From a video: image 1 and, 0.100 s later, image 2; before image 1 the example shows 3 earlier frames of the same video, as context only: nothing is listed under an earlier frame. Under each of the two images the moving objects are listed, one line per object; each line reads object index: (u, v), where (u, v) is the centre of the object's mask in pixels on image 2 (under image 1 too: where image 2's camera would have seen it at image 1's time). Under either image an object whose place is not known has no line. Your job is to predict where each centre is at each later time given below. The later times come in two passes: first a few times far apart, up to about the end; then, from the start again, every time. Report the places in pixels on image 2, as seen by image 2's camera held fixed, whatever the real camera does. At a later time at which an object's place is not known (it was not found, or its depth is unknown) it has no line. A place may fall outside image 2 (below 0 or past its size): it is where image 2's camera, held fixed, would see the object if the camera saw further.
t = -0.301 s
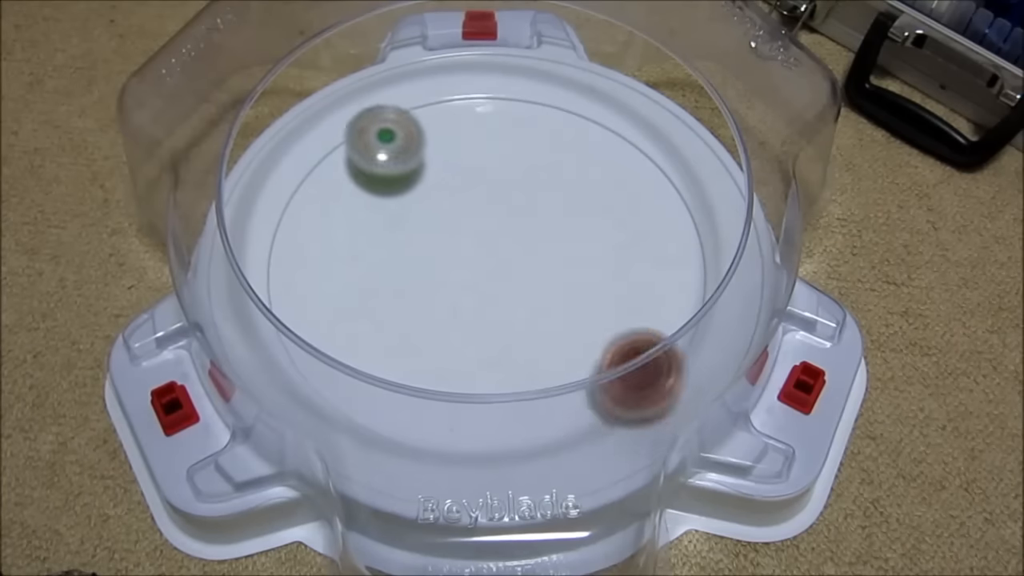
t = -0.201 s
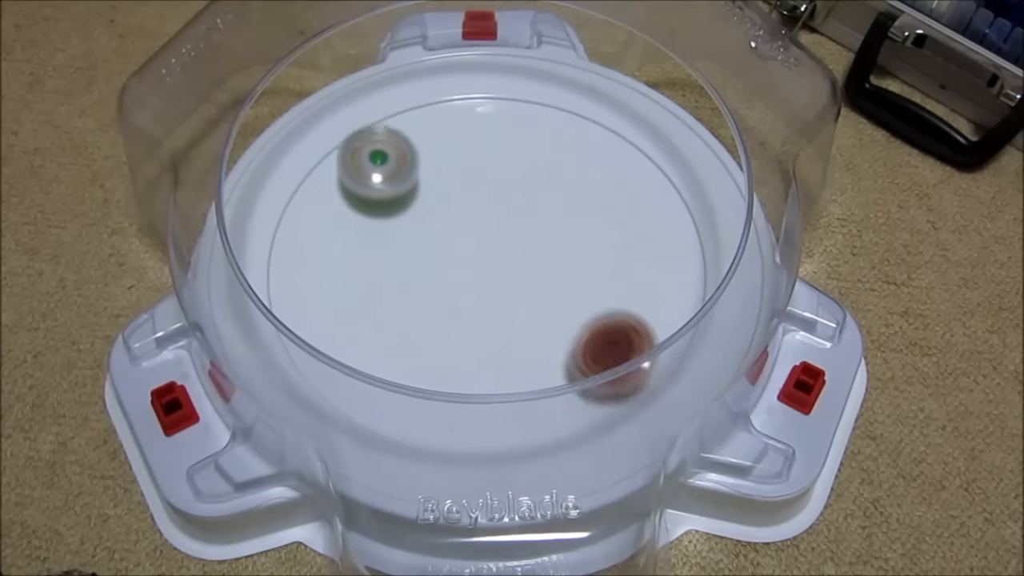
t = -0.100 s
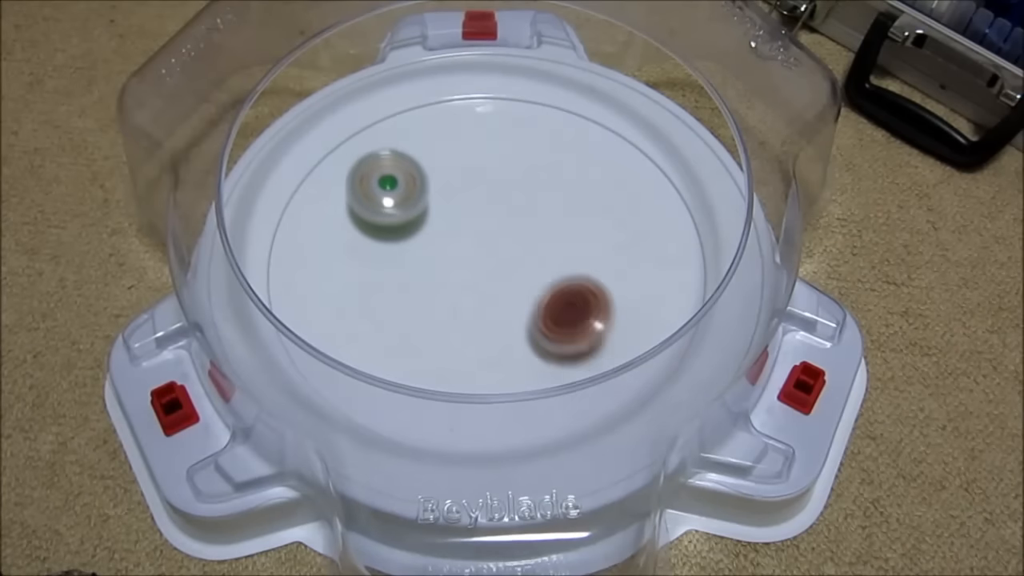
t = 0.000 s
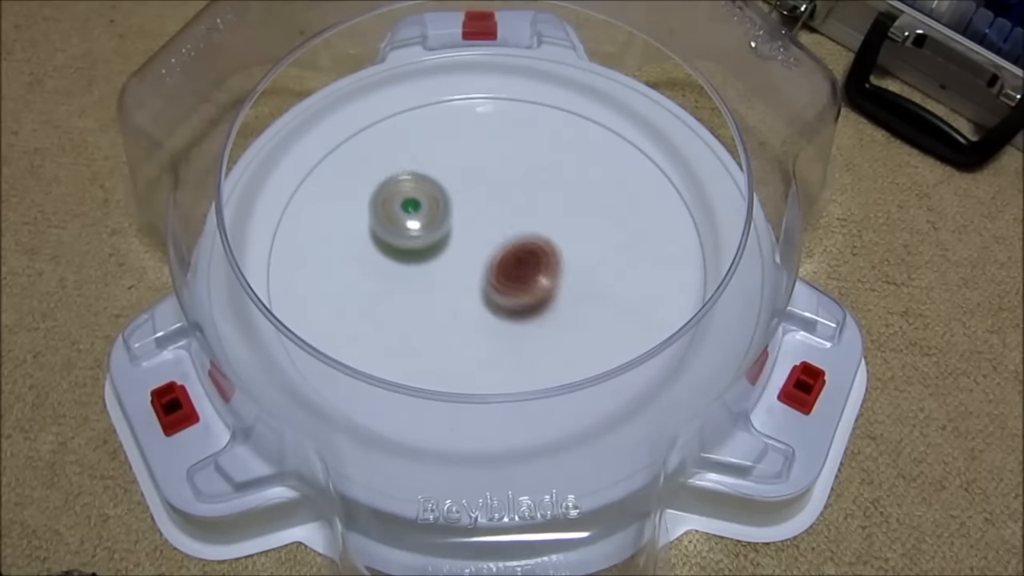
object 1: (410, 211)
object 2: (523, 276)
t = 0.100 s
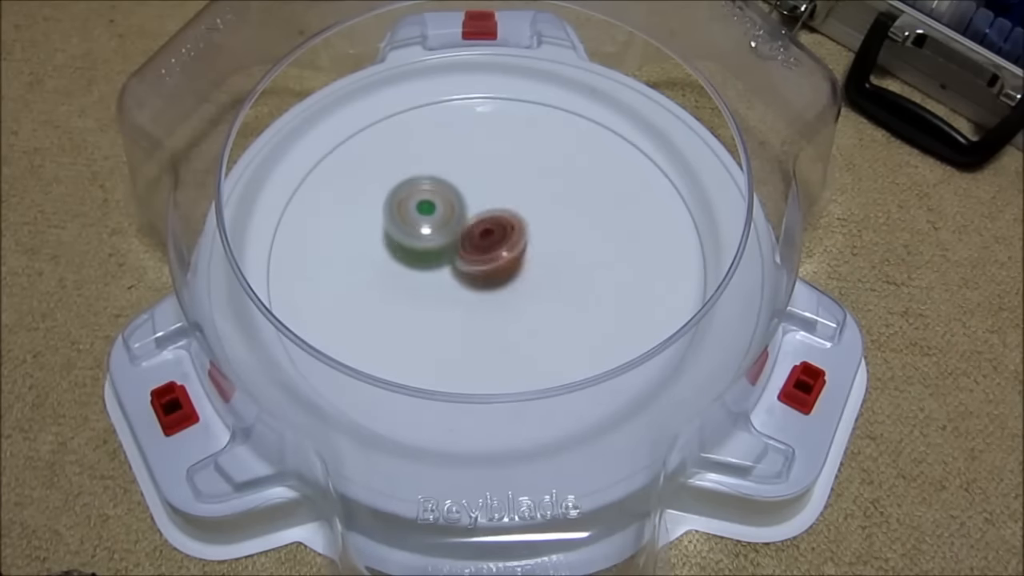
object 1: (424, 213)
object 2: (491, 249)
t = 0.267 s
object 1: (409, 212)
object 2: (486, 279)
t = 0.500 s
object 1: (441, 232)
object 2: (454, 335)
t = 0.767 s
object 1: (482, 226)
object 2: (441, 356)
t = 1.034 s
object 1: (503, 212)
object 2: (473, 320)
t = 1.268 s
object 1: (522, 202)
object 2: (458, 260)
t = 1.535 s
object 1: (527, 211)
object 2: (355, 197)
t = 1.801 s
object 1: (524, 237)
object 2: (326, 240)
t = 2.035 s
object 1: (518, 260)
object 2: (418, 261)
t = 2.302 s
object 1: (538, 281)
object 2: (456, 214)
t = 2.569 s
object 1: (535, 287)
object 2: (476, 182)
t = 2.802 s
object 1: (515, 283)
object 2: (489, 171)
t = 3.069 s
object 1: (484, 273)
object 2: (517, 183)
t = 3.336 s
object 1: (459, 260)
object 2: (547, 208)
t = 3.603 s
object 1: (445, 243)
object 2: (567, 239)
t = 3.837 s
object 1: (443, 227)
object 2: (572, 265)
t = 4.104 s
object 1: (453, 216)
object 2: (561, 288)
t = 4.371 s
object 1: (477, 212)
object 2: (529, 301)
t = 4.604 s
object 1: (499, 205)
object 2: (518, 292)
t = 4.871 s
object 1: (490, 176)
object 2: (507, 306)
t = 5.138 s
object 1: (485, 194)
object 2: (505, 284)
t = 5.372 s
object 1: (480, 187)
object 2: (508, 298)
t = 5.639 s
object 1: (483, 195)
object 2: (521, 294)
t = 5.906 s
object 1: (483, 212)
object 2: (530, 284)
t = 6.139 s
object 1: (484, 220)
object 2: (540, 280)
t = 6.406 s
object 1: (455, 201)
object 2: (559, 301)
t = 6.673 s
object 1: (440, 210)
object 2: (523, 263)
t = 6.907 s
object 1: (432, 217)
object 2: (519, 273)
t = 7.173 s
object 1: (416, 196)
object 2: (559, 321)
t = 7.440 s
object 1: (410, 198)
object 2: (550, 309)
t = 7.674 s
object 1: (435, 217)
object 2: (530, 287)
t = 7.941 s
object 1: (418, 174)
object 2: (609, 337)
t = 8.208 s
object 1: (420, 201)
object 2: (604, 294)
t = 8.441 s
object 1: (439, 226)
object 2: (533, 264)
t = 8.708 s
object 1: (408, 222)
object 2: (546, 280)
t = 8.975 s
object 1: (427, 244)
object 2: (518, 263)
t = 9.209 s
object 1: (432, 248)
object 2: (537, 265)
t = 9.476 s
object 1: (433, 249)
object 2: (544, 261)
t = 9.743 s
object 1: (416, 233)
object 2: (581, 261)
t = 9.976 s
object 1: (396, 224)
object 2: (616, 257)
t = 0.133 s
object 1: (418, 212)
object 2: (490, 250)
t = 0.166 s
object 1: (412, 209)
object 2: (491, 256)
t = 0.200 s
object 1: (410, 207)
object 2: (491, 263)
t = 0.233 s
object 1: (409, 209)
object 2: (489, 270)
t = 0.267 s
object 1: (409, 212)
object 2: (486, 279)
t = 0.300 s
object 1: (410, 215)
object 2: (482, 288)
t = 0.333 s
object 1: (413, 219)
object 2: (477, 296)
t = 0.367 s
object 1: (416, 222)
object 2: (472, 305)
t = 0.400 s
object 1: (422, 226)
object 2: (467, 312)
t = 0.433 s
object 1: (428, 228)
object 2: (462, 320)
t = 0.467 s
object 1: (434, 230)
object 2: (458, 328)
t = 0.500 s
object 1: (441, 232)
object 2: (454, 335)
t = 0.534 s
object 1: (448, 233)
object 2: (451, 341)
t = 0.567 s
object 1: (454, 233)
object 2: (449, 346)
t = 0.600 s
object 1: (459, 232)
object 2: (447, 350)
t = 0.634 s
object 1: (464, 232)
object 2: (445, 353)
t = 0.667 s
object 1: (470, 231)
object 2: (445, 355)
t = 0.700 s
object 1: (475, 230)
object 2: (443, 356)
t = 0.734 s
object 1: (478, 228)
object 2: (442, 356)
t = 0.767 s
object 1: (482, 226)
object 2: (441, 356)
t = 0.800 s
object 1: (485, 223)
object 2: (442, 356)
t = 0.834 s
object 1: (489, 220)
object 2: (443, 355)
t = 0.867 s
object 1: (492, 218)
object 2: (446, 353)
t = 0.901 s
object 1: (494, 216)
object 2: (450, 350)
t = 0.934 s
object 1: (496, 215)
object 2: (456, 345)
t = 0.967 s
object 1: (498, 214)
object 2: (462, 338)
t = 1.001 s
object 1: (501, 212)
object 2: (468, 330)
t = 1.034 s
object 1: (503, 212)
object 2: (473, 320)
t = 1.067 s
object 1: (505, 212)
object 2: (479, 310)
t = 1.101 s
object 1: (506, 213)
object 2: (482, 299)
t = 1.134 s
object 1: (508, 213)
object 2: (484, 288)
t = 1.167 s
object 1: (513, 208)
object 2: (480, 282)
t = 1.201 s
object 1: (517, 205)
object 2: (474, 276)
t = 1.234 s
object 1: (520, 203)
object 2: (467, 269)
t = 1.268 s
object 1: (522, 202)
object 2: (458, 260)
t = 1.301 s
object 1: (523, 202)
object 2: (448, 251)
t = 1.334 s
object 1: (523, 203)
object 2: (436, 241)
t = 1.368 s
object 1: (524, 202)
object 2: (423, 231)
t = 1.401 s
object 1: (525, 203)
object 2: (410, 222)
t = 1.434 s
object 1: (526, 204)
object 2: (395, 213)
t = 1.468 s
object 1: (526, 206)
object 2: (381, 206)
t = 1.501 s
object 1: (527, 208)
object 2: (368, 200)
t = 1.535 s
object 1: (527, 211)
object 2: (355, 197)
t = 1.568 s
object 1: (527, 214)
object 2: (344, 196)
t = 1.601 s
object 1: (527, 217)
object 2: (334, 197)
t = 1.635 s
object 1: (526, 220)
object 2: (325, 200)
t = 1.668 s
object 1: (526, 223)
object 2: (319, 205)
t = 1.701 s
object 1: (525, 227)
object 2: (315, 212)
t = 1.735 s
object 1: (525, 231)
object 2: (315, 220)
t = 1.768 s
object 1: (524, 234)
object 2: (320, 230)
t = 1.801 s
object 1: (524, 237)
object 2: (326, 240)
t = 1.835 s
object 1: (524, 241)
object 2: (335, 249)
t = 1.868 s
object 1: (523, 244)
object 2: (346, 257)
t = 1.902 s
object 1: (522, 248)
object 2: (359, 262)
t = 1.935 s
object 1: (521, 251)
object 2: (373, 265)
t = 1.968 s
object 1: (520, 254)
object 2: (388, 265)
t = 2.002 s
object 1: (519, 257)
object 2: (403, 264)
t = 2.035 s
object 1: (518, 260)
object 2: (418, 261)
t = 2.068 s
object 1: (518, 262)
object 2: (431, 258)
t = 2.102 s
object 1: (524, 266)
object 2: (436, 251)
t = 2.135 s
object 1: (528, 269)
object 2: (440, 244)
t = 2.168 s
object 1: (531, 272)
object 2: (444, 237)
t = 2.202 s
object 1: (533, 275)
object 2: (447, 231)
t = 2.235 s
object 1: (535, 278)
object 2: (450, 225)
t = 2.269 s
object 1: (536, 280)
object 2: (453, 220)
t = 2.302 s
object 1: (538, 281)
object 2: (456, 214)
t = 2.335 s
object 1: (539, 283)
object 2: (459, 209)
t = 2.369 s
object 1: (539, 284)
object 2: (462, 204)
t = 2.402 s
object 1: (539, 285)
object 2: (464, 199)
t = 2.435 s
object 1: (539, 286)
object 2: (467, 195)
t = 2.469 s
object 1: (539, 287)
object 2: (469, 191)
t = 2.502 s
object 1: (538, 287)
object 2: (472, 187)
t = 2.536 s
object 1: (537, 287)
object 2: (474, 184)
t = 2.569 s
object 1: (535, 287)
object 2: (476, 182)
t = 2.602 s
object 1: (533, 287)
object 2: (478, 179)
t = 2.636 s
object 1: (531, 287)
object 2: (480, 177)
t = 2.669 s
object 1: (529, 286)
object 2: (481, 176)
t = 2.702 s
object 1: (526, 286)
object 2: (483, 173)
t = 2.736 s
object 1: (522, 285)
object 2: (485, 172)
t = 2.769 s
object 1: (519, 284)
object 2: (486, 172)
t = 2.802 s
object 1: (515, 283)
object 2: (489, 171)
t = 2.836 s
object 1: (512, 282)
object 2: (491, 172)
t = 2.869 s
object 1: (508, 281)
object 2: (493, 173)
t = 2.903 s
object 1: (504, 280)
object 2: (497, 174)
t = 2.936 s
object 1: (500, 278)
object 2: (500, 175)
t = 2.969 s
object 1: (496, 277)
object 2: (504, 175)
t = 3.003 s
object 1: (492, 276)
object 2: (508, 179)
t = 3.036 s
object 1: (488, 274)
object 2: (512, 181)
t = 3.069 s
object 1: (484, 273)
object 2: (517, 183)
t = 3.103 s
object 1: (481, 272)
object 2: (521, 185)
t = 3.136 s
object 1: (477, 270)
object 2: (525, 187)
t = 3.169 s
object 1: (474, 269)
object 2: (529, 190)
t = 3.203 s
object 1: (470, 268)
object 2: (533, 193)
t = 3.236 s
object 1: (467, 265)
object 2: (537, 197)
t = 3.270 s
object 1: (464, 264)
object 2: (541, 202)
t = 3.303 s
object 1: (461, 262)
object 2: (544, 204)
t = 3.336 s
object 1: (459, 260)
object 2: (547, 208)
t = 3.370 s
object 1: (456, 258)
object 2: (551, 212)
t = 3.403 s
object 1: (454, 256)
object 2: (554, 215)
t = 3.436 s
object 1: (452, 254)
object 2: (556, 221)
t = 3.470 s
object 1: (450, 252)
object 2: (559, 225)
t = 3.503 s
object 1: (449, 249)
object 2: (561, 228)
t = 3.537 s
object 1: (448, 247)
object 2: (563, 232)
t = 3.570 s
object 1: (447, 245)
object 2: (565, 236)
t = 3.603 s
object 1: (445, 243)
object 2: (567, 239)
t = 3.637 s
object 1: (445, 240)
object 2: (569, 243)
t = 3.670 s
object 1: (444, 238)
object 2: (570, 247)
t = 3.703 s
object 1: (443, 235)
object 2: (571, 251)
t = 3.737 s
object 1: (443, 234)
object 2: (572, 254)
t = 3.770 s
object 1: (443, 231)
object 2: (572, 258)
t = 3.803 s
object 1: (443, 229)
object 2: (572, 262)
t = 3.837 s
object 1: (443, 227)
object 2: (572, 265)
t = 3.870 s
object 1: (443, 225)
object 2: (572, 268)
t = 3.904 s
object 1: (444, 223)
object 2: (572, 272)
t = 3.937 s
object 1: (445, 222)
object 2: (571, 275)
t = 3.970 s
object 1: (445, 221)
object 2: (569, 278)
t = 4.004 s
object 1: (447, 219)
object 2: (568, 281)
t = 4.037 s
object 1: (449, 218)
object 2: (566, 284)
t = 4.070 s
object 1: (451, 217)
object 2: (563, 286)
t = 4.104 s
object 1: (453, 216)
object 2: (561, 288)
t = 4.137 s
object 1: (455, 215)
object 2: (559, 290)
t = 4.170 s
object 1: (458, 214)
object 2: (557, 292)
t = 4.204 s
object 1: (461, 214)
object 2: (553, 294)
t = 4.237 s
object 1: (463, 213)
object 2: (548, 296)
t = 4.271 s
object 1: (466, 212)
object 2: (541, 299)
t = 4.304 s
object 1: (470, 212)
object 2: (536, 300)
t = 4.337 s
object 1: (473, 212)
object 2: (532, 301)
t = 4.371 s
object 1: (477, 212)
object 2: (529, 301)
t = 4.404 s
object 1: (480, 211)
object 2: (526, 299)
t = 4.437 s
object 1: (483, 212)
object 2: (524, 297)
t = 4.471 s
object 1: (487, 212)
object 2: (522, 295)
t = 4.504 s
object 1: (490, 211)
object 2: (521, 292)
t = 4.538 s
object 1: (493, 212)
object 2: (522, 290)
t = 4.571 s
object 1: (497, 211)
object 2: (520, 288)
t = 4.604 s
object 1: (499, 205)
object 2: (518, 292)
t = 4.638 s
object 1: (502, 193)
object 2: (517, 305)
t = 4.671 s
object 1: (502, 185)
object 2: (514, 313)
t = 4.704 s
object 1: (502, 180)
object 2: (512, 317)
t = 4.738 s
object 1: (500, 178)
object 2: (510, 317)
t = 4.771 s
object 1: (498, 176)
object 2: (509, 315)
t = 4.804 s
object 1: (495, 175)
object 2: (508, 313)
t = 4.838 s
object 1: (493, 175)
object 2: (508, 310)
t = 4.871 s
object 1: (490, 176)
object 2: (507, 306)
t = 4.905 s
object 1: (488, 177)
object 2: (507, 302)
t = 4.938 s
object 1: (487, 180)
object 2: (506, 298)
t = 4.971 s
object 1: (485, 184)
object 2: (506, 294)
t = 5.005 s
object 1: (483, 188)
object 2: (506, 290)
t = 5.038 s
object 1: (484, 192)
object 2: (506, 286)
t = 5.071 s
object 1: (483, 196)
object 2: (506, 282)
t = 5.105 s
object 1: (484, 201)
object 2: (505, 277)
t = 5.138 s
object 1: (485, 194)
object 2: (505, 284)
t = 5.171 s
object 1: (486, 184)
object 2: (506, 295)
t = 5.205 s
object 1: (487, 179)
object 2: (507, 303)
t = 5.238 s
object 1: (486, 179)
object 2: (507, 306)
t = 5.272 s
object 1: (485, 179)
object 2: (507, 306)
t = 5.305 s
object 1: (483, 181)
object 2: (507, 304)
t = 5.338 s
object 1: (482, 183)
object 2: (507, 301)
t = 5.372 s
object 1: (480, 187)
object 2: (508, 298)
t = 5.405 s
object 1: (479, 190)
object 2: (509, 295)
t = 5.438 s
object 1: (479, 193)
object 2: (510, 291)
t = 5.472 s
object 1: (479, 197)
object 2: (510, 288)
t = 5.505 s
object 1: (480, 200)
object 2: (511, 284)
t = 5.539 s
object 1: (482, 204)
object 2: (512, 280)
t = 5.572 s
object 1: (483, 206)
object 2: (514, 279)
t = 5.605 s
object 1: (482, 199)
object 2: (518, 288)
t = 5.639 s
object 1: (483, 195)
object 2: (521, 294)
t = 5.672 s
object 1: (483, 196)
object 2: (523, 297)
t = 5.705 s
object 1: (483, 197)
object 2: (523, 297)
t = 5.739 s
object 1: (482, 199)
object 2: (525, 295)
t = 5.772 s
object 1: (481, 201)
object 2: (526, 293)
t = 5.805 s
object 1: (481, 203)
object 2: (527, 291)
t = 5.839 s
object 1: (481, 206)
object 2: (528, 289)
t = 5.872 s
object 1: (481, 209)
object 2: (529, 286)
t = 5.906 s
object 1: (483, 212)
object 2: (530, 284)
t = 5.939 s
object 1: (484, 216)
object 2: (531, 282)
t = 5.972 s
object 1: (485, 217)
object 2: (533, 282)
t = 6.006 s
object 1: (485, 218)
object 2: (535, 282)
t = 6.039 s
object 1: (485, 219)
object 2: (536, 282)
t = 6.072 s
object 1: (485, 219)
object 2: (537, 282)
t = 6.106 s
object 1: (484, 219)
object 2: (538, 281)
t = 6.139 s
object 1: (484, 220)
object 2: (540, 280)
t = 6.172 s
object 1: (480, 214)
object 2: (546, 287)
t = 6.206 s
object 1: (475, 206)
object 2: (555, 297)
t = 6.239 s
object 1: (471, 202)
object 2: (561, 303)
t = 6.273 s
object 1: (467, 200)
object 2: (563, 307)
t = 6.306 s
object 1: (464, 201)
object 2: (565, 308)
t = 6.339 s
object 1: (460, 200)
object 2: (565, 306)
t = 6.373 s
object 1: (458, 201)
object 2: (563, 304)
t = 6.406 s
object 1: (455, 201)
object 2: (559, 301)
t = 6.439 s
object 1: (453, 202)
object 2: (553, 297)
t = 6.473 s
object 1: (450, 204)
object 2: (546, 291)
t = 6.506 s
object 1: (448, 205)
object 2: (539, 284)
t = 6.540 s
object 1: (447, 208)
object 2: (532, 278)
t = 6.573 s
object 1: (446, 210)
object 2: (526, 271)
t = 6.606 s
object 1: (446, 213)
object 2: (521, 265)
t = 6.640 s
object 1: (446, 215)
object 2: (517, 261)
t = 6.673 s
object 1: (440, 210)
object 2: (523, 263)
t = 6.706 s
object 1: (437, 209)
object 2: (526, 266)
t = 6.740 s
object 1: (435, 209)
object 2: (526, 269)
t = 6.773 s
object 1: (434, 210)
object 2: (525, 270)
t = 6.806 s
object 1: (432, 211)
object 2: (524, 271)
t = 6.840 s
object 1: (431, 213)
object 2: (522, 272)
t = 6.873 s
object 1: (432, 215)
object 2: (520, 273)
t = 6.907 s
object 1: (432, 217)
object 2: (519, 273)
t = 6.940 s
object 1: (433, 219)
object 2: (517, 274)
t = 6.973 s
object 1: (435, 222)
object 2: (515, 275)
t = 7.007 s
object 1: (436, 223)
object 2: (513, 275)
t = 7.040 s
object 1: (439, 226)
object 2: (511, 276)
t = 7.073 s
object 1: (438, 222)
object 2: (517, 282)
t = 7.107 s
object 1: (426, 208)
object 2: (535, 298)
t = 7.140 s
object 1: (420, 199)
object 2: (549, 311)
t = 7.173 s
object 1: (416, 196)
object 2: (559, 321)
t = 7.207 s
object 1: (414, 195)
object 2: (564, 326)
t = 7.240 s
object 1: (412, 195)
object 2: (565, 327)
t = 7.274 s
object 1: (410, 195)
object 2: (564, 326)
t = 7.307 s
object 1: (410, 195)
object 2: (561, 324)
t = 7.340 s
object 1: (409, 196)
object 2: (558, 321)
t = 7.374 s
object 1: (409, 196)
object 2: (556, 317)
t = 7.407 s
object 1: (409, 197)
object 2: (553, 313)
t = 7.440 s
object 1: (410, 198)
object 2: (550, 309)
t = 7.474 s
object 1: (411, 200)
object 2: (547, 307)
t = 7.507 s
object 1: (414, 202)
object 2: (545, 304)
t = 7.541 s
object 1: (417, 204)
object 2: (541, 300)
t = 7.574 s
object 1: (420, 207)
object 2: (538, 297)
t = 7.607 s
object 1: (425, 210)
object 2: (536, 293)
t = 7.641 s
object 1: (430, 214)
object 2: (533, 290)
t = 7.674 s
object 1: (435, 217)
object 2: (530, 287)
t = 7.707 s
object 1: (441, 220)
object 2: (527, 283)
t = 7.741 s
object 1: (446, 224)
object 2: (525, 280)
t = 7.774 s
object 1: (452, 228)
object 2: (523, 277)
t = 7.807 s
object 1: (444, 216)
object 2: (537, 290)
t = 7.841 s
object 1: (431, 196)
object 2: (561, 311)
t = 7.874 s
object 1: (424, 182)
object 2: (582, 328)
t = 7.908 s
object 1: (420, 175)
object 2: (597, 335)
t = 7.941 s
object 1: (418, 174)
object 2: (609, 337)
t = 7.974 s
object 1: (416, 175)
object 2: (620, 343)
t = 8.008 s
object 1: (416, 178)
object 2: (626, 337)
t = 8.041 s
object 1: (415, 181)
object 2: (629, 329)
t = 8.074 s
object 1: (415, 184)
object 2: (629, 321)
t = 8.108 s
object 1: (415, 188)
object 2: (626, 315)
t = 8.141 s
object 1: (416, 191)
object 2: (621, 307)
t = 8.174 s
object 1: (418, 196)
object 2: (613, 300)
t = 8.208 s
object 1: (420, 201)
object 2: (604, 294)
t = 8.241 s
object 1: (423, 205)
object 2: (593, 289)
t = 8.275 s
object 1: (427, 210)
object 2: (582, 283)
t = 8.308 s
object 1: (431, 215)
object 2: (570, 278)
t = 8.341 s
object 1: (435, 219)
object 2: (557, 273)
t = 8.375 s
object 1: (439, 224)
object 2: (545, 267)
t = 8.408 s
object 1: (444, 228)
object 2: (533, 262)
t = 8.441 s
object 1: (439, 226)
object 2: (533, 264)
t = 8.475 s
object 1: (423, 216)
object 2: (545, 271)
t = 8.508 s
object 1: (413, 211)
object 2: (553, 277)
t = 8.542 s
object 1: (409, 209)
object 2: (558, 280)
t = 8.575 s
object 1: (407, 210)
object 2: (559, 283)
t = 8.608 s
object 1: (406, 213)
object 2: (557, 283)
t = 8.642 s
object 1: (406, 216)
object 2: (555, 283)
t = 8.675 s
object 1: (407, 218)
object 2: (551, 281)
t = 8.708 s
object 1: (408, 222)
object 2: (546, 280)
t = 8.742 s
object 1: (409, 225)
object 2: (542, 277)
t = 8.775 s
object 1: (410, 229)
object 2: (537, 274)
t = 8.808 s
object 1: (412, 231)
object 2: (533, 272)
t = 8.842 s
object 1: (413, 234)
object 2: (530, 270)
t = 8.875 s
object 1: (416, 236)
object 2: (526, 268)
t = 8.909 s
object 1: (419, 238)
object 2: (523, 266)
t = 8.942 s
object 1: (423, 241)
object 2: (521, 264)
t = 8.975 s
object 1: (427, 244)
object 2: (518, 263)
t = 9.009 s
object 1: (431, 246)
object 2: (516, 262)
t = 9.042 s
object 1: (429, 245)
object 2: (521, 263)
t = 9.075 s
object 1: (431, 247)
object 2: (524, 263)
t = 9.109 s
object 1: (434, 248)
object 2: (526, 263)
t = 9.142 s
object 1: (436, 250)
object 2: (526, 263)
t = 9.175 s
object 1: (439, 251)
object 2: (526, 263)
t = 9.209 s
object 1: (432, 248)
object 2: (537, 265)
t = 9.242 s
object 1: (429, 245)
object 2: (545, 266)
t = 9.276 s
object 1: (429, 245)
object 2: (549, 267)
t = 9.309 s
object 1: (430, 246)
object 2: (549, 266)
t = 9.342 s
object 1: (430, 247)
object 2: (549, 266)
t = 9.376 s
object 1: (430, 247)
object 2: (548, 265)
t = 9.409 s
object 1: (431, 248)
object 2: (546, 263)
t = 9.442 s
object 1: (432, 248)
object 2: (545, 262)
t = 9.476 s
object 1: (433, 249)
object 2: (544, 261)
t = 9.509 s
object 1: (435, 249)
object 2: (543, 260)
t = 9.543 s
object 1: (437, 249)
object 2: (541, 259)
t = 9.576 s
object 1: (440, 249)
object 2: (540, 258)
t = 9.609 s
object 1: (443, 249)
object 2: (539, 257)
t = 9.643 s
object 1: (447, 248)
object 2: (538, 256)
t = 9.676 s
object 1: (450, 248)
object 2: (537, 255)
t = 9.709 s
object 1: (433, 240)
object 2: (558, 258)
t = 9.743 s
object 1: (416, 233)
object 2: (581, 261)
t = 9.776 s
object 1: (406, 229)
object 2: (597, 264)
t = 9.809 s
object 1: (402, 227)
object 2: (608, 265)
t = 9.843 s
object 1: (400, 226)
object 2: (615, 263)
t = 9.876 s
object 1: (399, 226)
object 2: (619, 261)
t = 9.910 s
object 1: (397, 225)
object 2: (620, 259)
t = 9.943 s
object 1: (396, 225)
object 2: (619, 258)
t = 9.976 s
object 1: (396, 224)
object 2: (616, 257)
